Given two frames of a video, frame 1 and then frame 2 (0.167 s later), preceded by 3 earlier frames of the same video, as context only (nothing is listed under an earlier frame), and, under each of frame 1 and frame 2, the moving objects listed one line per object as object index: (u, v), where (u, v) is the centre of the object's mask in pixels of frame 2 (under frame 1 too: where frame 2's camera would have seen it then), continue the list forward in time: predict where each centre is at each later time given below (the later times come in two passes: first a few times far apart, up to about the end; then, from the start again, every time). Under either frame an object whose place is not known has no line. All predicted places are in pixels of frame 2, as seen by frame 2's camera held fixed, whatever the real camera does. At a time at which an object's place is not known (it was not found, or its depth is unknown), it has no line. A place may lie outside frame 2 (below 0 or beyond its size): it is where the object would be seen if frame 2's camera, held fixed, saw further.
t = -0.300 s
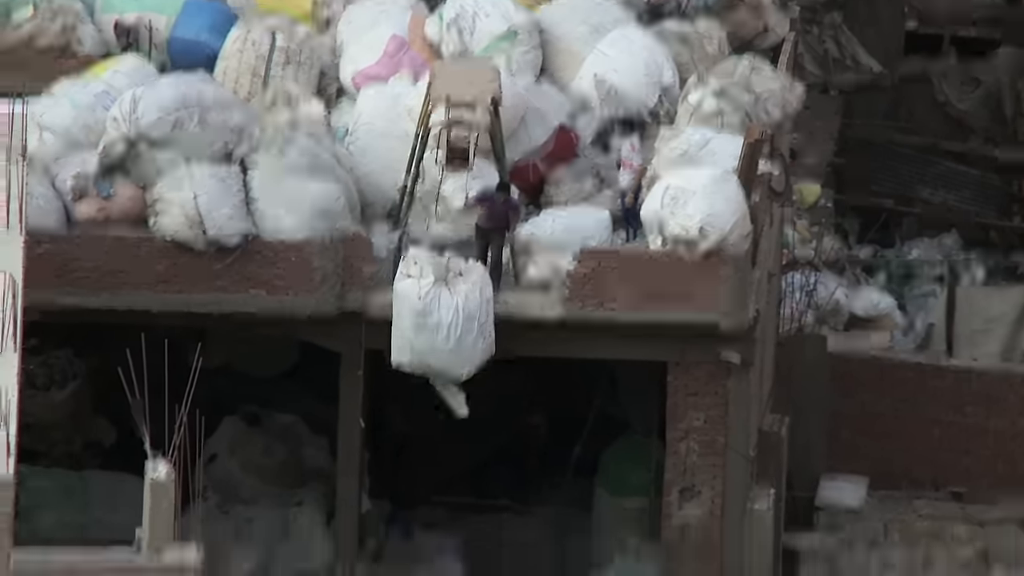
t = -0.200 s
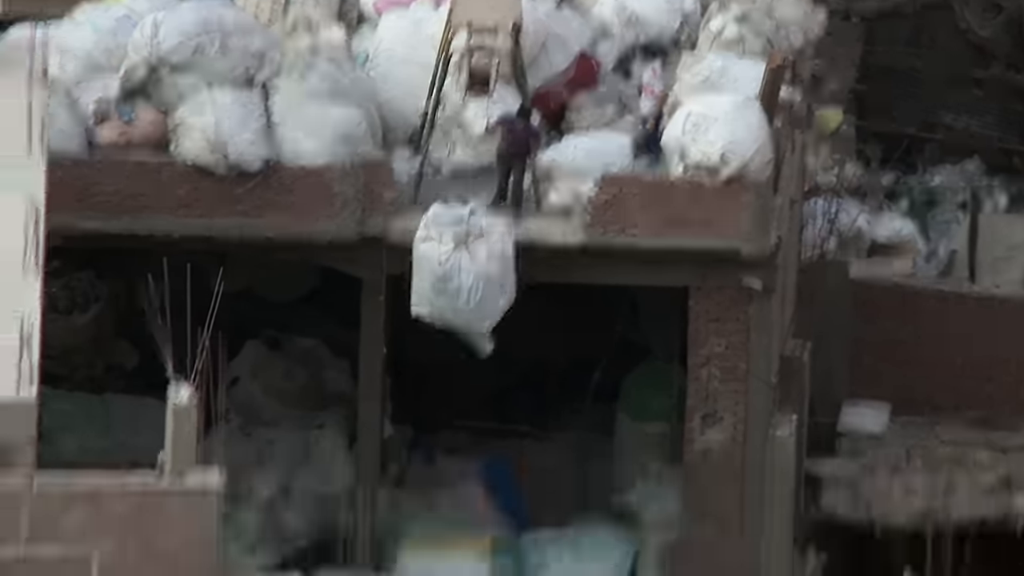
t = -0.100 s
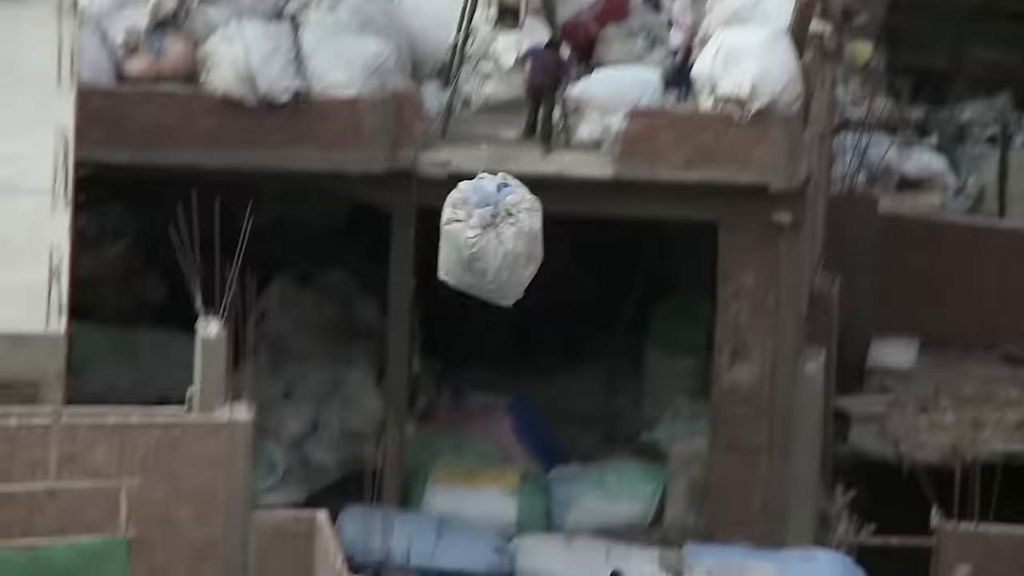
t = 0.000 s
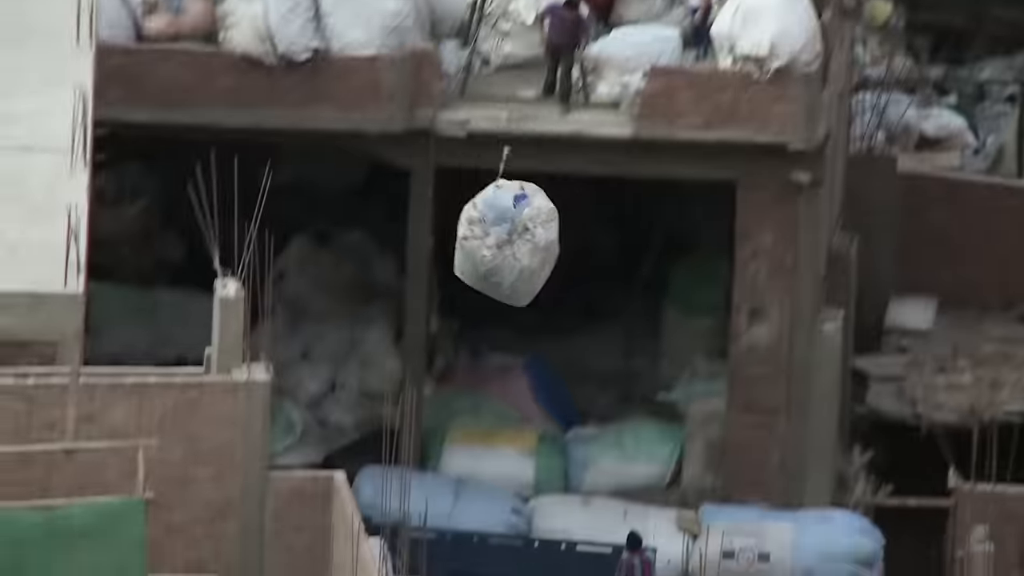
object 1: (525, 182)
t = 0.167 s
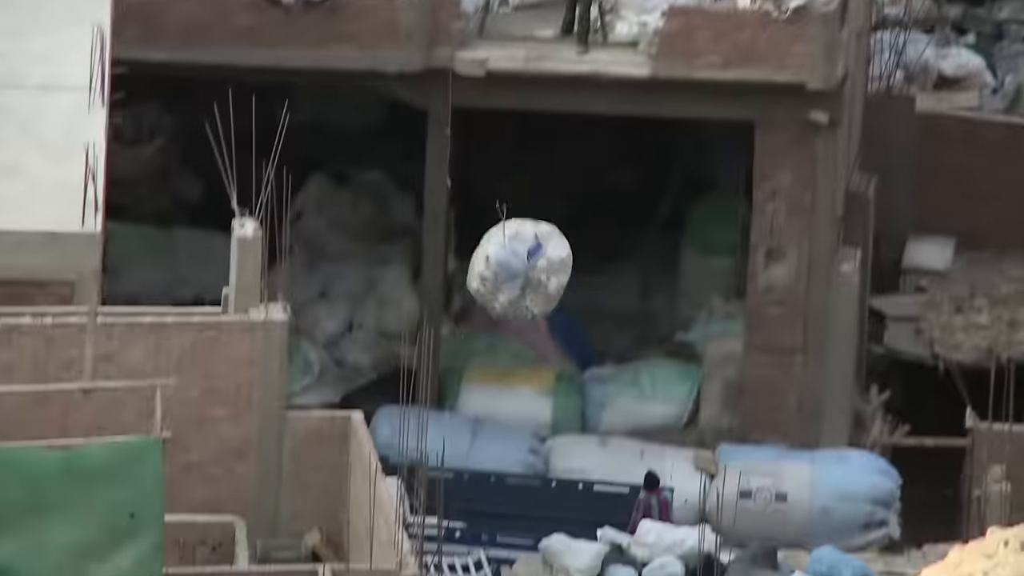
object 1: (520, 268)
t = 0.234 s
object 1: (518, 308)
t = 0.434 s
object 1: (509, 451)
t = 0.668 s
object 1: (509, 500)
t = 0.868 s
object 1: (510, 501)
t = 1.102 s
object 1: (511, 501)
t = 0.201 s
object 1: (518, 288)
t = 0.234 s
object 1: (518, 308)
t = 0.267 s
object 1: (515, 329)
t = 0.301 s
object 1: (515, 352)
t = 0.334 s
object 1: (514, 375)
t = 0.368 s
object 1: (512, 398)
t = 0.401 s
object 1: (509, 425)
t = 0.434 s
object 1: (509, 451)
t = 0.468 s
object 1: (507, 478)
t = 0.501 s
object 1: (508, 484)
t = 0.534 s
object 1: (506, 492)
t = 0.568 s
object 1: (507, 500)
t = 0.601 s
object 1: (508, 503)
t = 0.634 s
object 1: (508, 502)
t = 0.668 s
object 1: (509, 500)
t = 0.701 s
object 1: (510, 501)
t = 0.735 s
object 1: (510, 499)
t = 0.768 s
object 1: (510, 499)
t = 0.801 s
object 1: (510, 499)
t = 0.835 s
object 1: (510, 500)
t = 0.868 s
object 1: (510, 501)
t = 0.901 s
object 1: (511, 502)
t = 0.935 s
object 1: (511, 502)
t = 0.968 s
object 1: (511, 502)
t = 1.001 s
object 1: (511, 502)
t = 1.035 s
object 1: (511, 502)
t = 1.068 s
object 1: (511, 502)
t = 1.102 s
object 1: (511, 501)
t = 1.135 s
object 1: (511, 501)
